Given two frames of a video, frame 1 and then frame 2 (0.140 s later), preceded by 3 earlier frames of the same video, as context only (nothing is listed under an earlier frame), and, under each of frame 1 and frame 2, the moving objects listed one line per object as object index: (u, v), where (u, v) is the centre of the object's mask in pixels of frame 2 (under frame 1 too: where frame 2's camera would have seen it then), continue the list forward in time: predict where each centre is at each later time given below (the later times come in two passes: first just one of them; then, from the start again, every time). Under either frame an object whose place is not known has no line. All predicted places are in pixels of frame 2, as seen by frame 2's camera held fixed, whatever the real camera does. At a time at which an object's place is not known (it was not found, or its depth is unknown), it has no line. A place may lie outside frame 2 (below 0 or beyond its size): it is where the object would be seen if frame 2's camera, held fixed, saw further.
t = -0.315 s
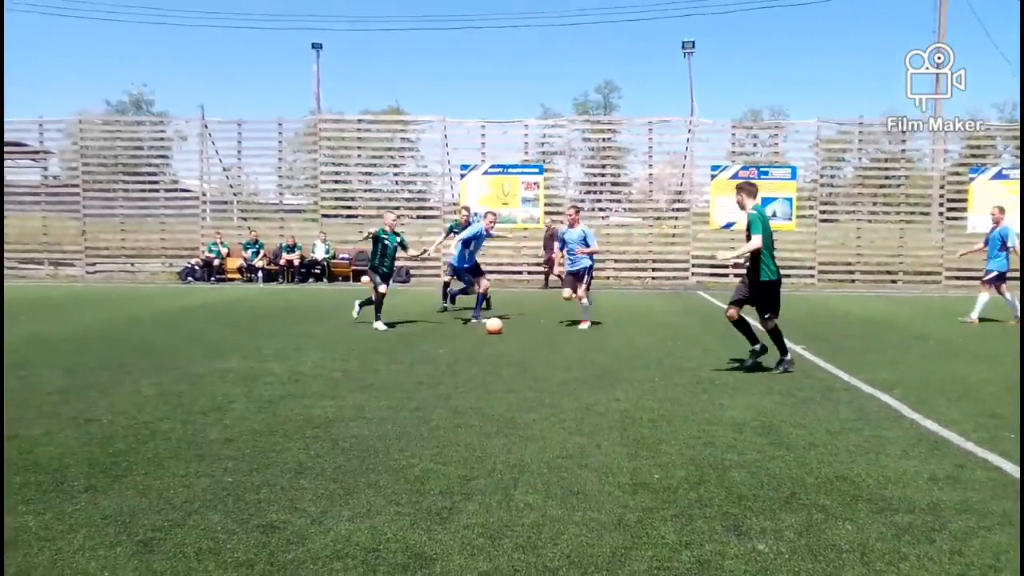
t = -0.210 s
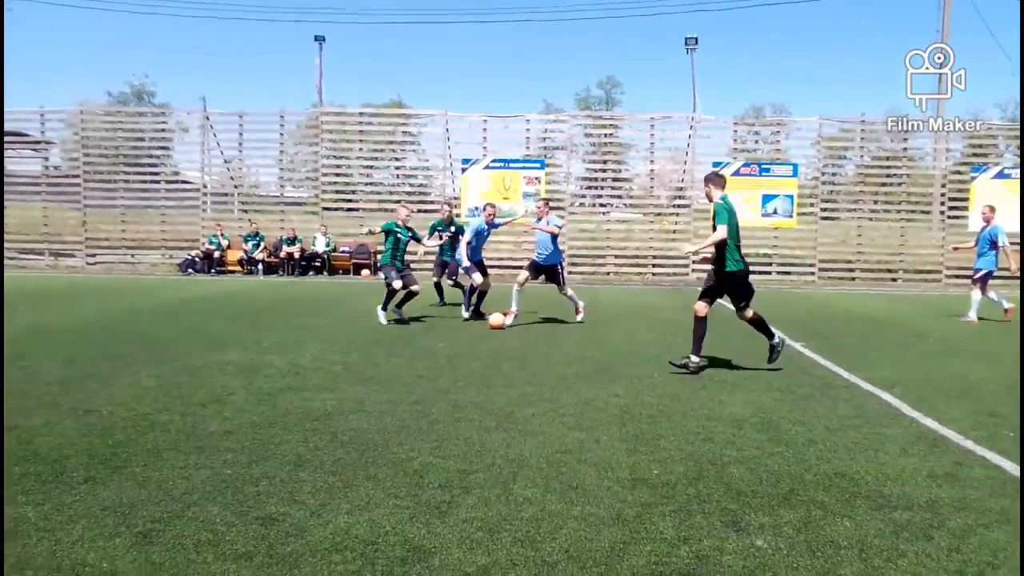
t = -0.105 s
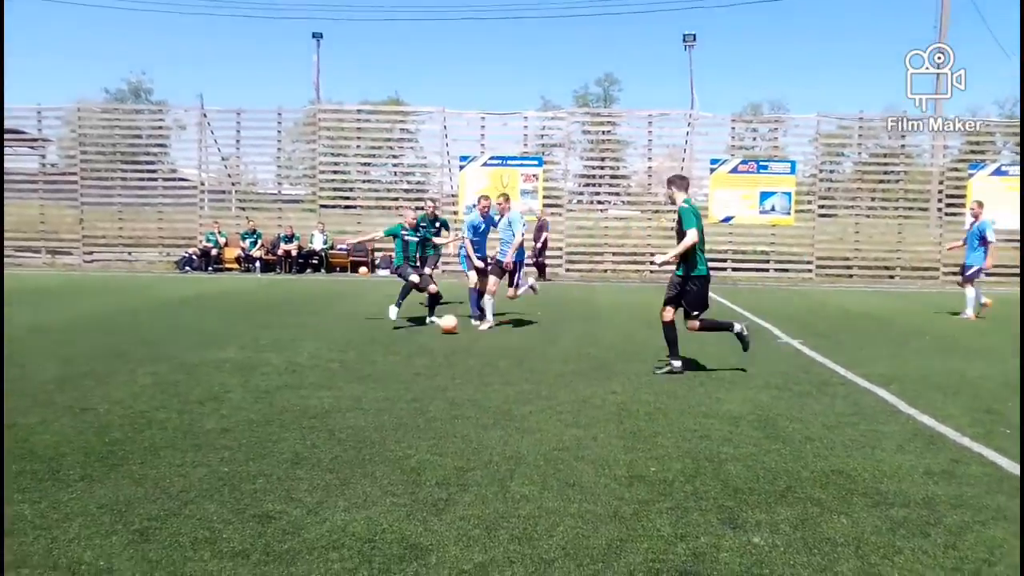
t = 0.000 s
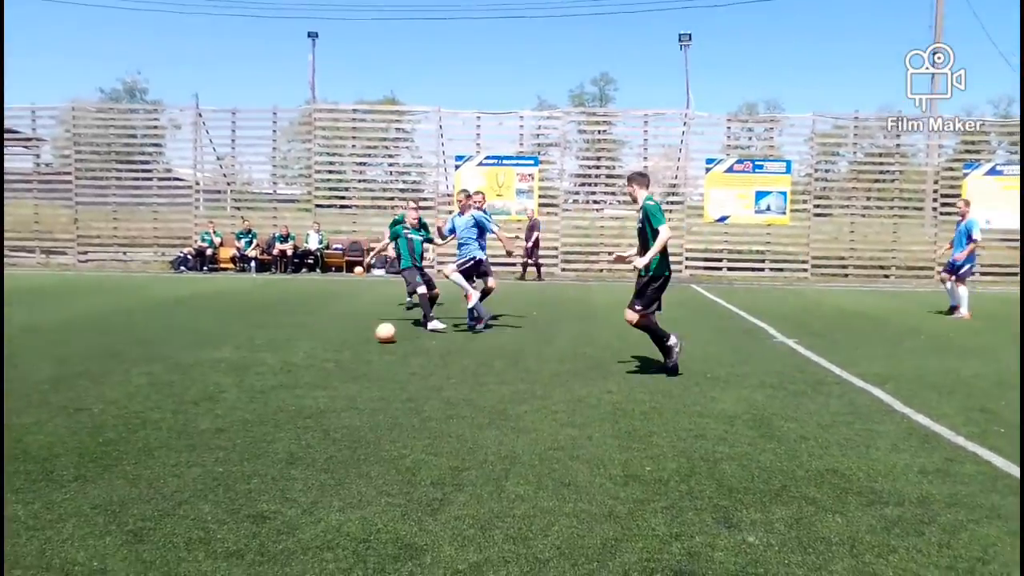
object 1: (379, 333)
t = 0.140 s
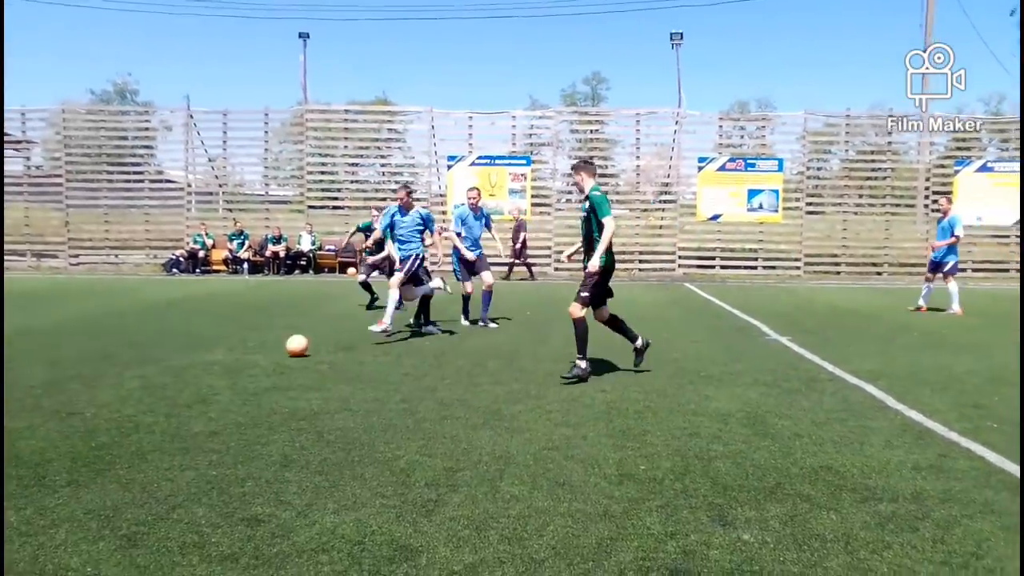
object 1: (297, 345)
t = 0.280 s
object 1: (211, 358)
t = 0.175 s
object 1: (275, 349)
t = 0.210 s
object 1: (254, 352)
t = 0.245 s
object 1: (233, 354)
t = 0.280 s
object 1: (211, 358)
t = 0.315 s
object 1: (189, 361)
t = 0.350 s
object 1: (168, 365)
